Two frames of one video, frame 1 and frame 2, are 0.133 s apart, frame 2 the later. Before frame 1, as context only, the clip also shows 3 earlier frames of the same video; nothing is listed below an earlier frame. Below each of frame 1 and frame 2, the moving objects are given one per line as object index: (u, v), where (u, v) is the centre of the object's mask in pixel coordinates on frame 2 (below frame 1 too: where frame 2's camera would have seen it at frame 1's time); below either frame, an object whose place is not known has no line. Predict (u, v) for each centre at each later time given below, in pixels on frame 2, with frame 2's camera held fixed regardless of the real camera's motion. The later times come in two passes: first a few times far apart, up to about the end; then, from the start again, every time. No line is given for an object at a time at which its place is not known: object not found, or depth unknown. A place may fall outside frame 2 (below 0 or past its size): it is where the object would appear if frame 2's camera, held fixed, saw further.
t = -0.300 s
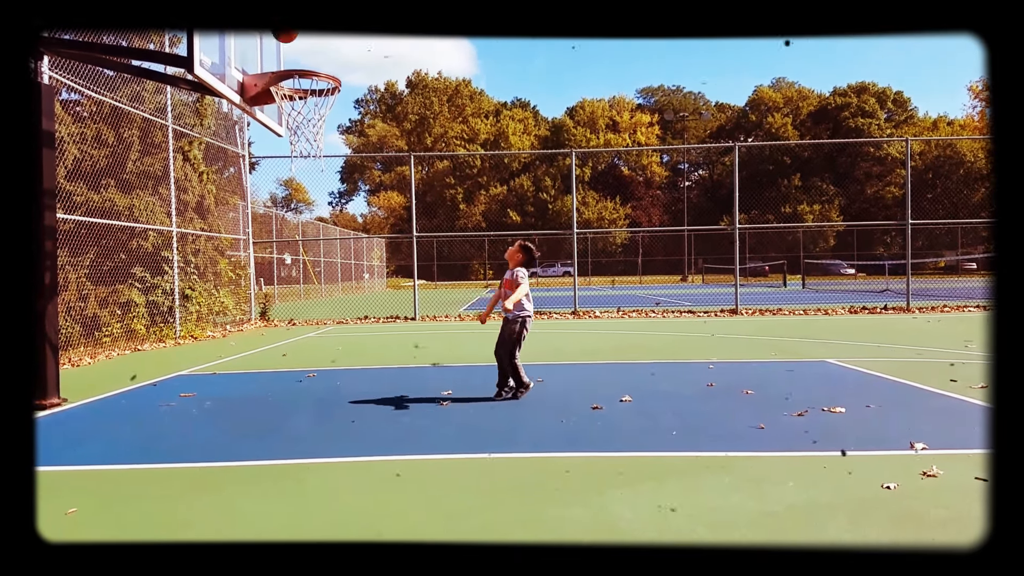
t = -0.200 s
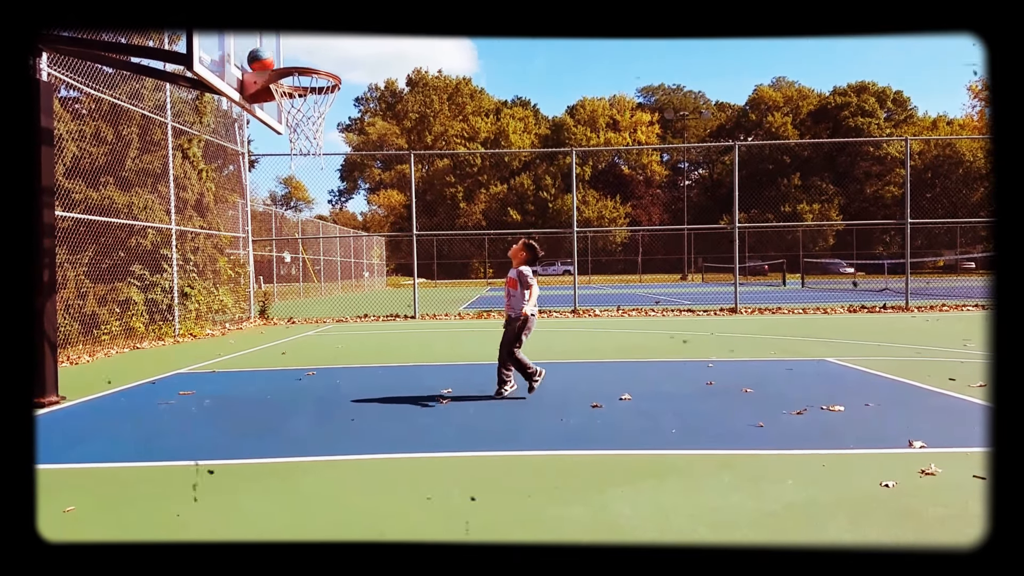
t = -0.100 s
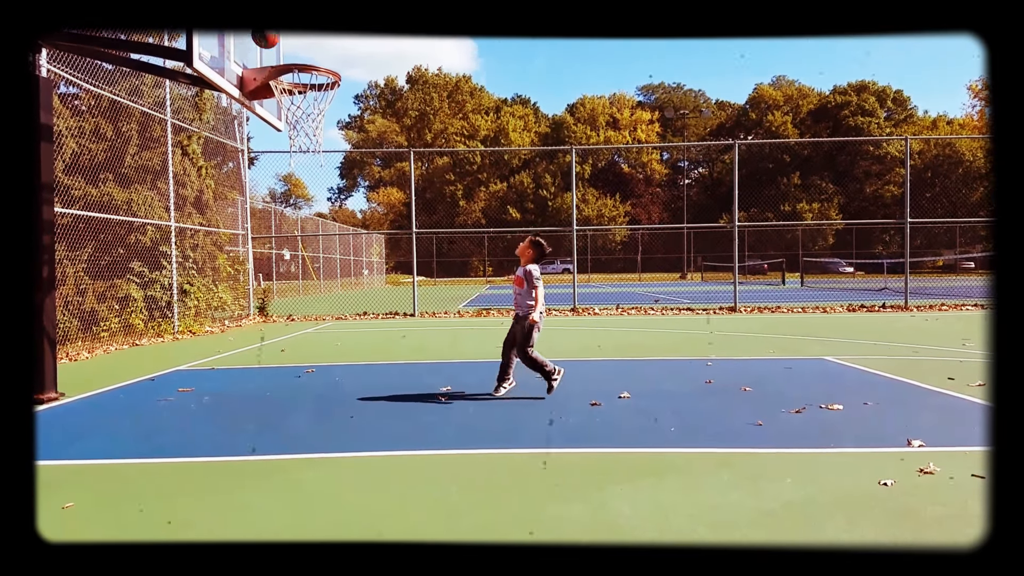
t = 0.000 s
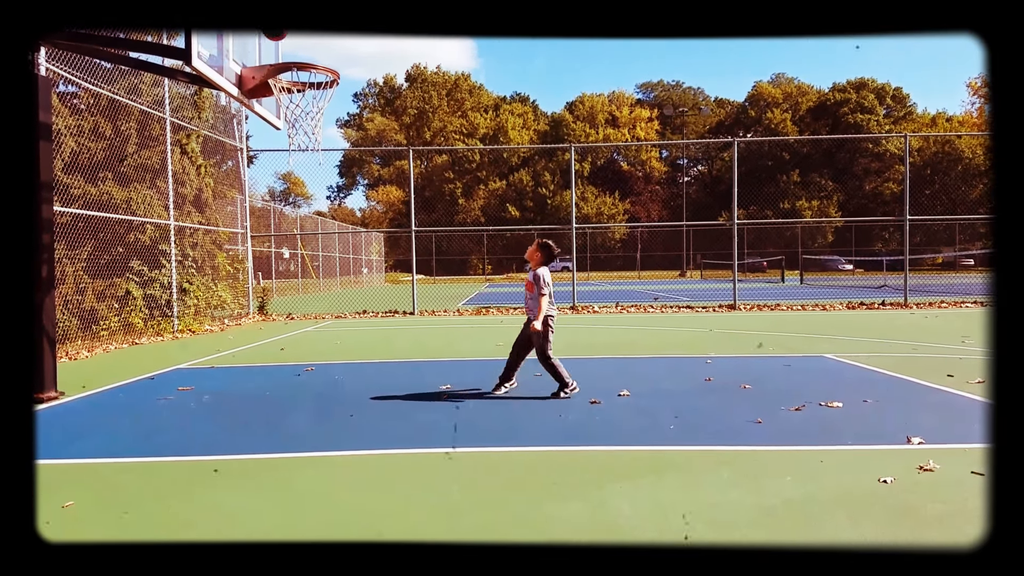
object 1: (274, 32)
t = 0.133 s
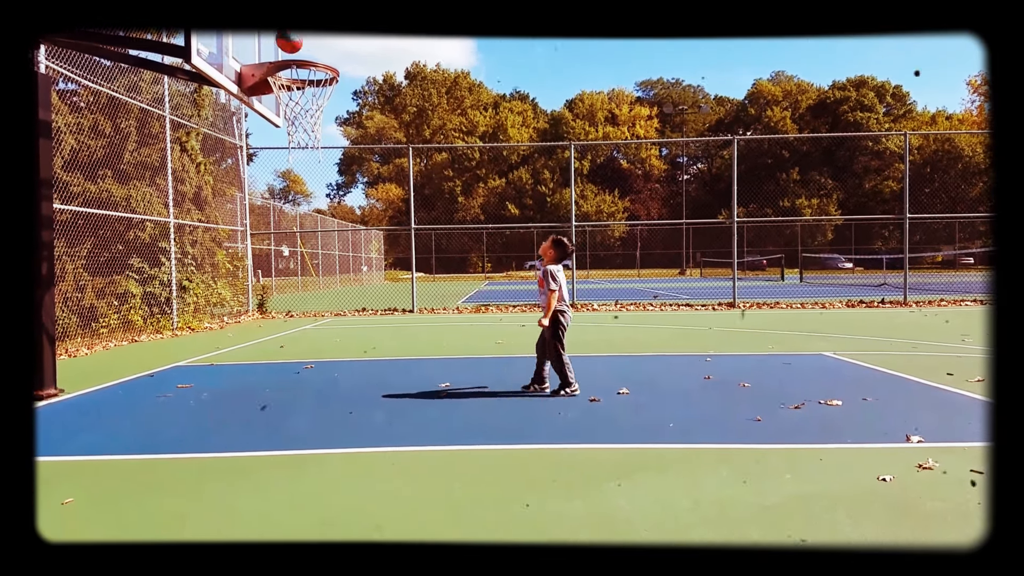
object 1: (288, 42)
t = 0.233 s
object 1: (301, 69)
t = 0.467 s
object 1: (320, 167)
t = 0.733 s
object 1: (330, 352)
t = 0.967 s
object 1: (301, 277)
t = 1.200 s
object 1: (266, 226)
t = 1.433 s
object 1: (233, 255)
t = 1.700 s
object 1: (195, 390)
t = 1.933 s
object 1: (160, 307)
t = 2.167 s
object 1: (121, 305)
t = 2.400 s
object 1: (91, 397)
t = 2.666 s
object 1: (46, 340)
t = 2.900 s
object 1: (5, 376)
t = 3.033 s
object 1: (-15, 394)
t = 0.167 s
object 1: (293, 48)
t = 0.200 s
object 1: (296, 53)
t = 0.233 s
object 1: (301, 69)
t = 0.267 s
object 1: (305, 80)
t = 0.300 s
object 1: (309, 94)
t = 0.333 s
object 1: (313, 111)
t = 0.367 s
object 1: (315, 126)
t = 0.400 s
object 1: (317, 139)
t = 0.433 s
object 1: (317, 152)
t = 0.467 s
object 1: (320, 167)
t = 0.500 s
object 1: (322, 185)
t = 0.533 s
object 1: (323, 203)
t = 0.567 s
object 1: (324, 223)
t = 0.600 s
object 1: (325, 246)
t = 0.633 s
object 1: (327, 270)
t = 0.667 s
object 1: (328, 296)
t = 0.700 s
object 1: (329, 323)
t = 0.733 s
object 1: (330, 352)
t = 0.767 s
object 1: (329, 377)
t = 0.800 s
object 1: (324, 357)
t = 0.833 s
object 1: (319, 338)
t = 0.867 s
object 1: (314, 321)
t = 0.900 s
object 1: (311, 305)
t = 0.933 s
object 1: (305, 290)
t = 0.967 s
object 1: (301, 277)
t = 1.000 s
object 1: (296, 265)
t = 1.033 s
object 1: (291, 255)
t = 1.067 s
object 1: (286, 246)
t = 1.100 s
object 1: (281, 239)
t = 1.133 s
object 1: (276, 233)
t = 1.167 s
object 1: (272, 229)
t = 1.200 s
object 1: (266, 226)
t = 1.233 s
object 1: (262, 225)
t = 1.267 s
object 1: (256, 226)
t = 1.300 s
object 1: (252, 228)
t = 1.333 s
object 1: (248, 232)
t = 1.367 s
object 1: (243, 238)
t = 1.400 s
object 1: (239, 245)
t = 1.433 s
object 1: (233, 255)
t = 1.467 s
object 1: (229, 266)
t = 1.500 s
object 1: (223, 278)
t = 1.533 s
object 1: (218, 293)
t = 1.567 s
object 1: (214, 310)
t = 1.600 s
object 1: (209, 329)
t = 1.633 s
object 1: (204, 350)
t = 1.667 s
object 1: (200, 373)
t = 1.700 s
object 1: (195, 390)
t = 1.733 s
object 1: (190, 374)
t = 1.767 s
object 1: (184, 359)
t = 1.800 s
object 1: (179, 345)
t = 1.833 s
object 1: (174, 333)
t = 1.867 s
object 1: (169, 323)
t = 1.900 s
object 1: (165, 314)
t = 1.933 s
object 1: (160, 307)
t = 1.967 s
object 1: (155, 302)
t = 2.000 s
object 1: (150, 298)
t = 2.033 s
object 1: (145, 295)
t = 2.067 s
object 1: (140, 295)
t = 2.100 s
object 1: (135, 297)
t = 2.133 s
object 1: (126, 300)
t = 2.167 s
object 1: (121, 305)
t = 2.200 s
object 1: (117, 312)
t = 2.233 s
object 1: (112, 321)
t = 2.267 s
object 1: (110, 332)
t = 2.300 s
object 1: (106, 345)
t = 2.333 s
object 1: (101, 360)
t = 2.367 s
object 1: (96, 377)
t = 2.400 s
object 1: (91, 397)
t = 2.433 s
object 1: (87, 393)
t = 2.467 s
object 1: (82, 380)
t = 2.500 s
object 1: (75, 369)
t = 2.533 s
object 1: (69, 360)
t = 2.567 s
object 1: (64, 351)
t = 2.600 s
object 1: (59, 346)
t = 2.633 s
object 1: (52, 342)
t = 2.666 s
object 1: (46, 340)
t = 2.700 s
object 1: (41, 339)
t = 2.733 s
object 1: (35, 340)
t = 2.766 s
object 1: (28, 344)
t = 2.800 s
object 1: (22, 349)
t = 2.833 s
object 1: (16, 356)
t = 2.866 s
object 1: (10, 366)
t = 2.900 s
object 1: (5, 376)
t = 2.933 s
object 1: (-1, 389)
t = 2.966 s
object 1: (-6, 406)
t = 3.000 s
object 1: (-10, 405)
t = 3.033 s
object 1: (-15, 394)
